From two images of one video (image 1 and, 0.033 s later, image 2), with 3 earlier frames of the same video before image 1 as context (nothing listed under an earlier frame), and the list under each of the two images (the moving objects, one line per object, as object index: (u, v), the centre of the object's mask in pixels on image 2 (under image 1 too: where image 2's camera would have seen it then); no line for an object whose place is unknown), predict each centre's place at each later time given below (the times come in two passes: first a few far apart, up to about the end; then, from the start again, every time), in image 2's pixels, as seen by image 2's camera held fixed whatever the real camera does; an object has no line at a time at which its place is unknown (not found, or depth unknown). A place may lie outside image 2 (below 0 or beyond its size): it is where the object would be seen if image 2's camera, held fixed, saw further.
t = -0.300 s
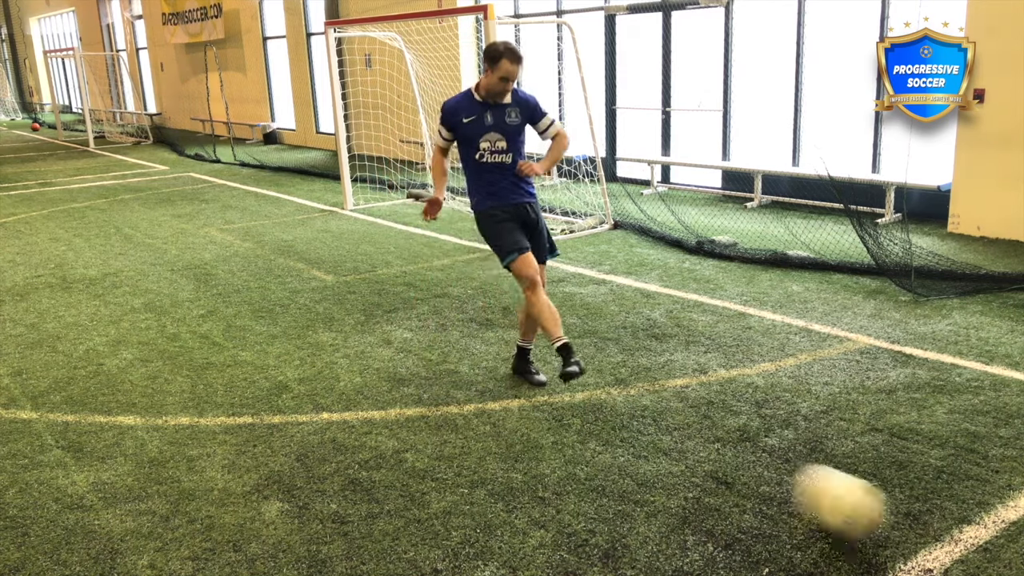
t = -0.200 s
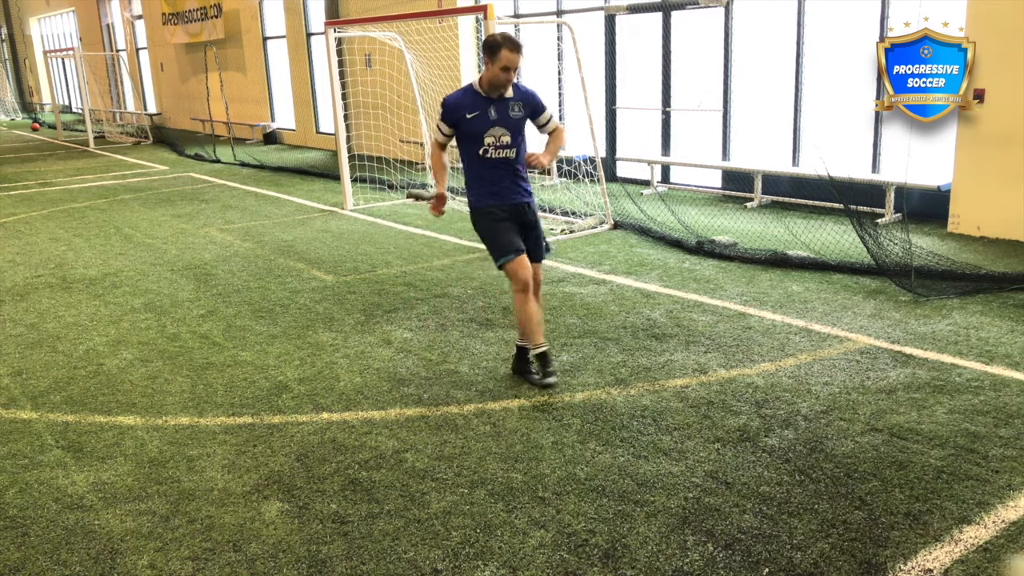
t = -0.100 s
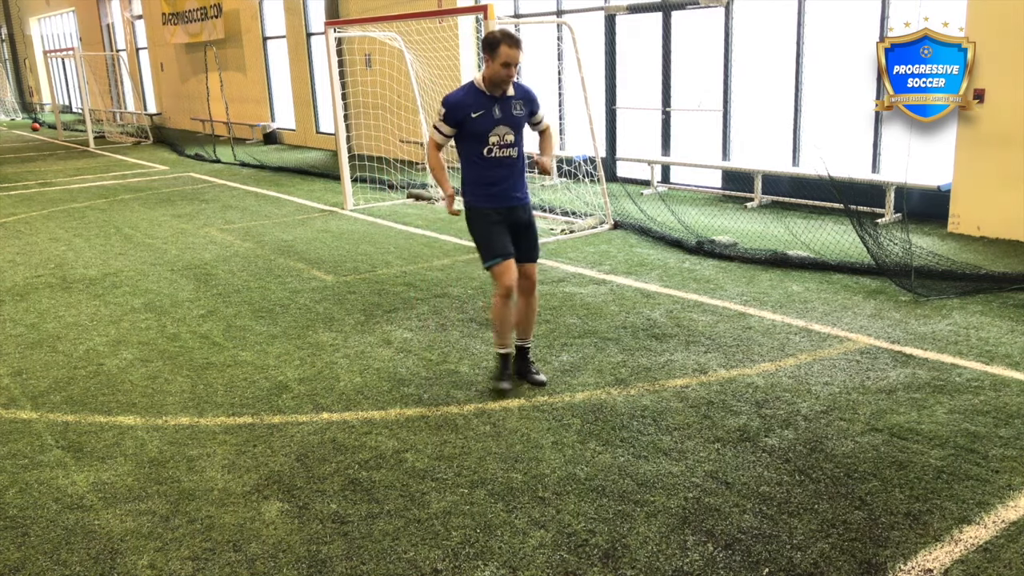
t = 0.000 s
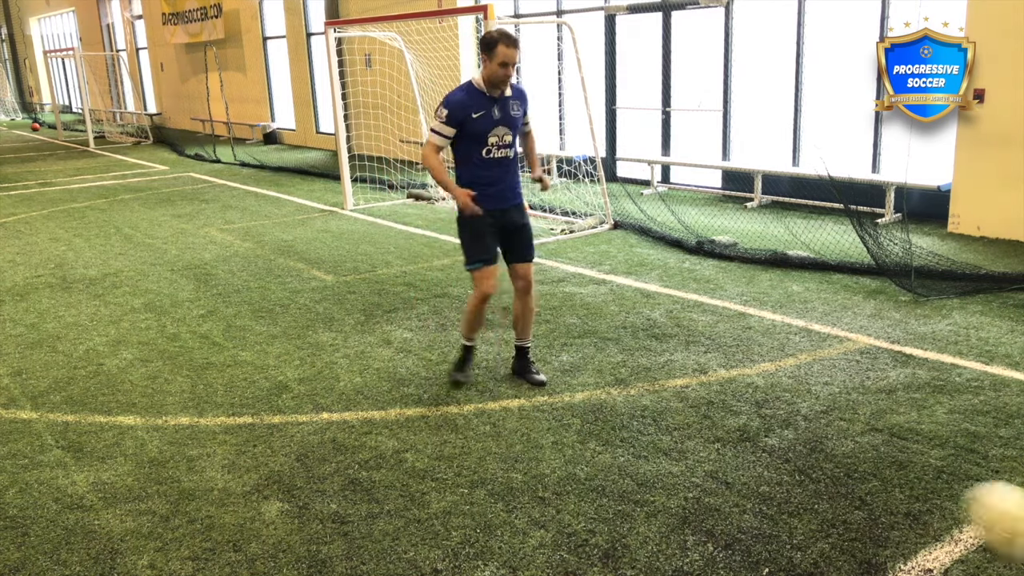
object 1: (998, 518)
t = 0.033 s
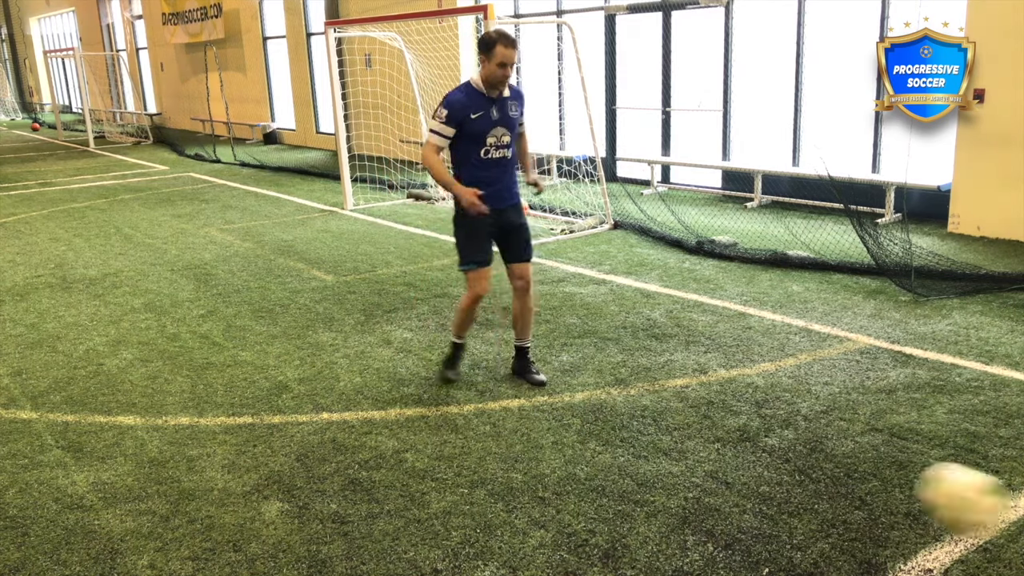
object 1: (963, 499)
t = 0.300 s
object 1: (723, 423)
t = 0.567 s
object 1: (634, 396)
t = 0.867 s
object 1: (569, 370)
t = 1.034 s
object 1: (539, 355)
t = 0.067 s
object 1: (921, 482)
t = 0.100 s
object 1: (881, 470)
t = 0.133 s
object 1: (844, 462)
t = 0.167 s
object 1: (808, 457)
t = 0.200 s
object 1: (775, 456)
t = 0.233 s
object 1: (749, 453)
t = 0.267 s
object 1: (734, 436)
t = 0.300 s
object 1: (723, 423)
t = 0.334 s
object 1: (709, 414)
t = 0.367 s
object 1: (698, 408)
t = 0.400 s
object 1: (685, 404)
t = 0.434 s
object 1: (674, 401)
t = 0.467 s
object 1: (663, 401)
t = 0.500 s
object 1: (652, 405)
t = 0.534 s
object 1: (643, 404)
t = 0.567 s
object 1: (634, 396)
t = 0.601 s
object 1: (626, 388)
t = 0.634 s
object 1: (618, 384)
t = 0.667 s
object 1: (611, 383)
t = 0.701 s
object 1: (605, 383)
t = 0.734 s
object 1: (597, 383)
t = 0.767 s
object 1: (590, 378)
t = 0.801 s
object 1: (583, 373)
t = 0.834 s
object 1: (575, 371)
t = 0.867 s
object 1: (569, 370)
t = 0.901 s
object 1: (563, 366)
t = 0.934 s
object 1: (557, 362)
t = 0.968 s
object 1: (550, 361)
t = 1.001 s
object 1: (544, 358)
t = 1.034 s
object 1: (539, 355)
